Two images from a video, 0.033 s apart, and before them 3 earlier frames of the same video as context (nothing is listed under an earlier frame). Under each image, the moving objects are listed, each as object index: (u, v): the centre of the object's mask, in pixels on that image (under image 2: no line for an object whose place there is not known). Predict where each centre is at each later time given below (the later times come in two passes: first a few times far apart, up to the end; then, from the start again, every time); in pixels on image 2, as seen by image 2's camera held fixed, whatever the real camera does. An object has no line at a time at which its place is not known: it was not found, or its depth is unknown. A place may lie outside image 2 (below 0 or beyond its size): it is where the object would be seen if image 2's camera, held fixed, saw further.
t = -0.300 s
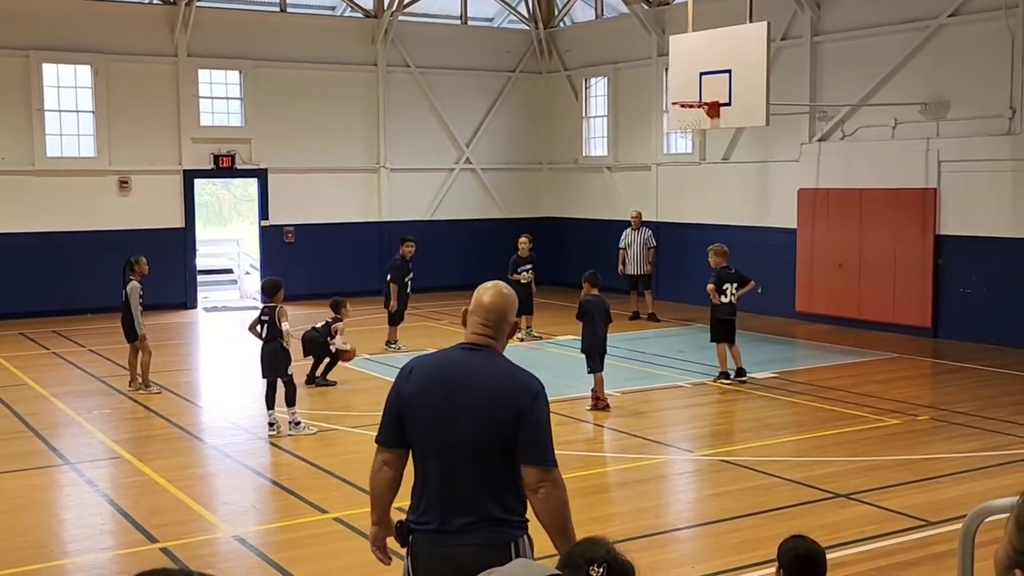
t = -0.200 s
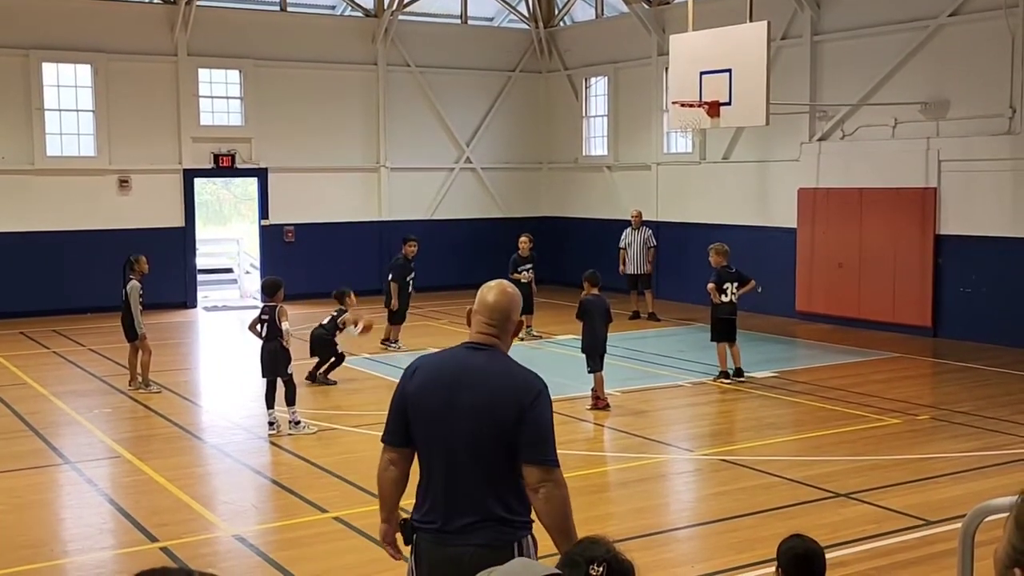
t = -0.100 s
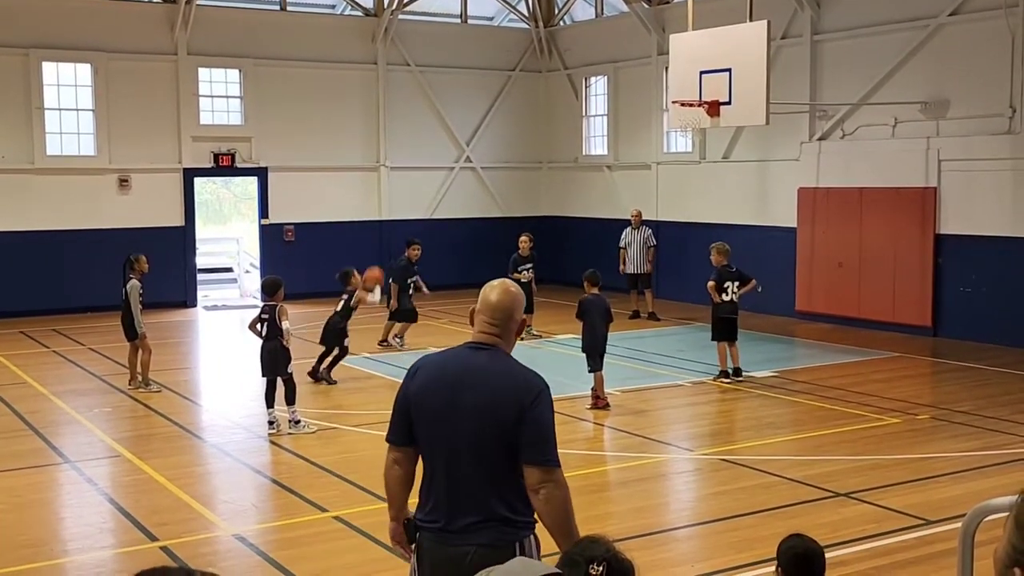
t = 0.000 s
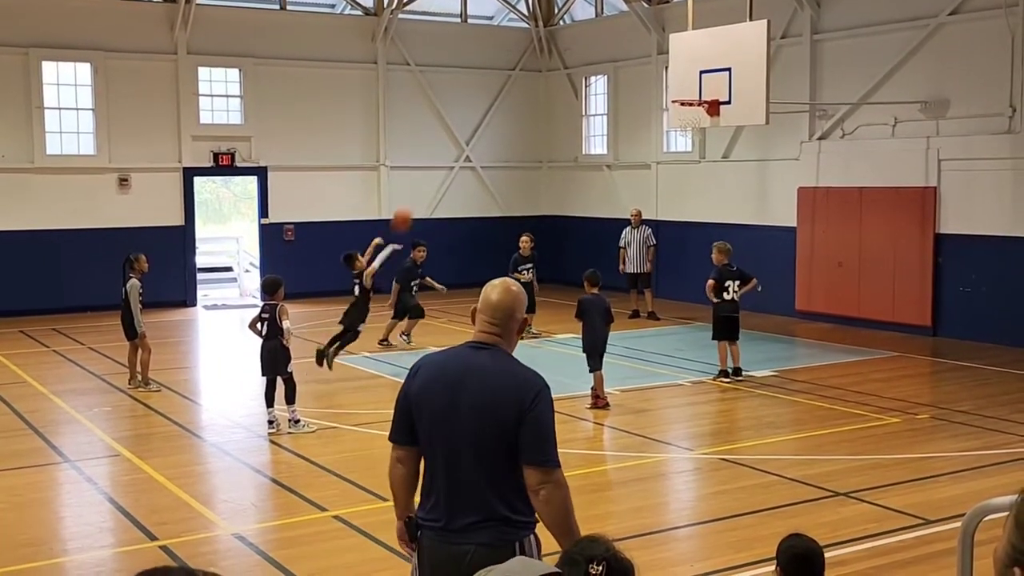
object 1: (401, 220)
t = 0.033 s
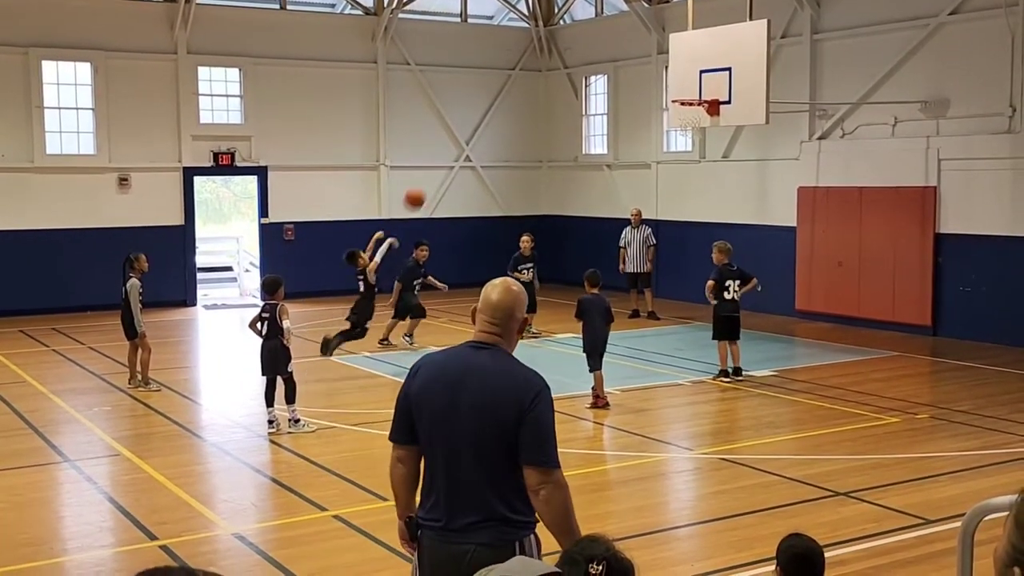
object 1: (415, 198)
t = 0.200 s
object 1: (472, 116)
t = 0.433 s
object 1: (548, 48)
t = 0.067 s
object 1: (426, 180)
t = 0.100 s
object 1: (438, 162)
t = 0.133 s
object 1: (450, 145)
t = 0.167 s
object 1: (460, 130)
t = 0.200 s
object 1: (472, 116)
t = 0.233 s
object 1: (483, 103)
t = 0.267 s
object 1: (494, 91)
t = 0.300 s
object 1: (505, 80)
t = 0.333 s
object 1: (516, 70)
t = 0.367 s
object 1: (526, 62)
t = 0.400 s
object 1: (537, 54)
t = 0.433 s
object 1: (548, 48)
